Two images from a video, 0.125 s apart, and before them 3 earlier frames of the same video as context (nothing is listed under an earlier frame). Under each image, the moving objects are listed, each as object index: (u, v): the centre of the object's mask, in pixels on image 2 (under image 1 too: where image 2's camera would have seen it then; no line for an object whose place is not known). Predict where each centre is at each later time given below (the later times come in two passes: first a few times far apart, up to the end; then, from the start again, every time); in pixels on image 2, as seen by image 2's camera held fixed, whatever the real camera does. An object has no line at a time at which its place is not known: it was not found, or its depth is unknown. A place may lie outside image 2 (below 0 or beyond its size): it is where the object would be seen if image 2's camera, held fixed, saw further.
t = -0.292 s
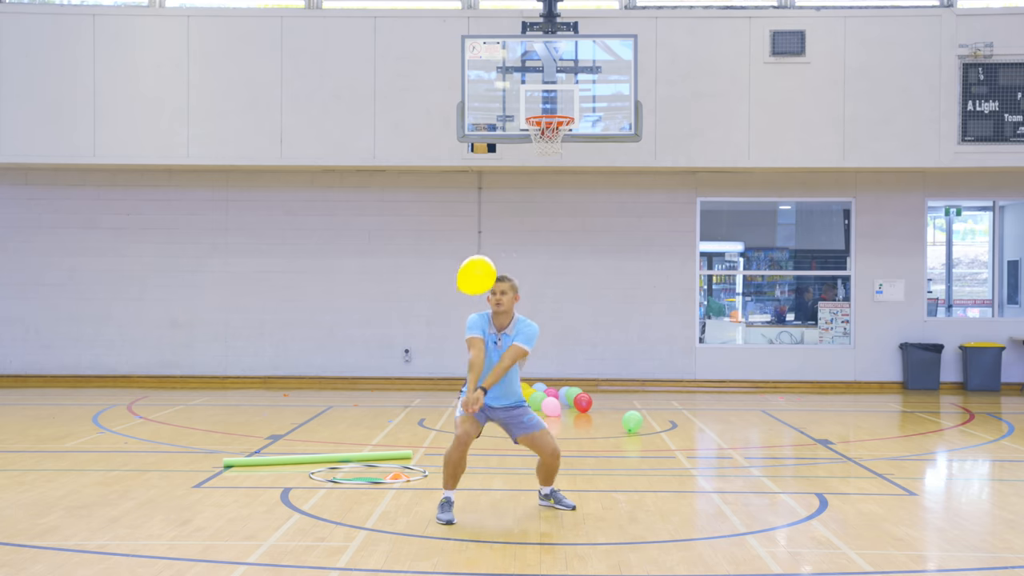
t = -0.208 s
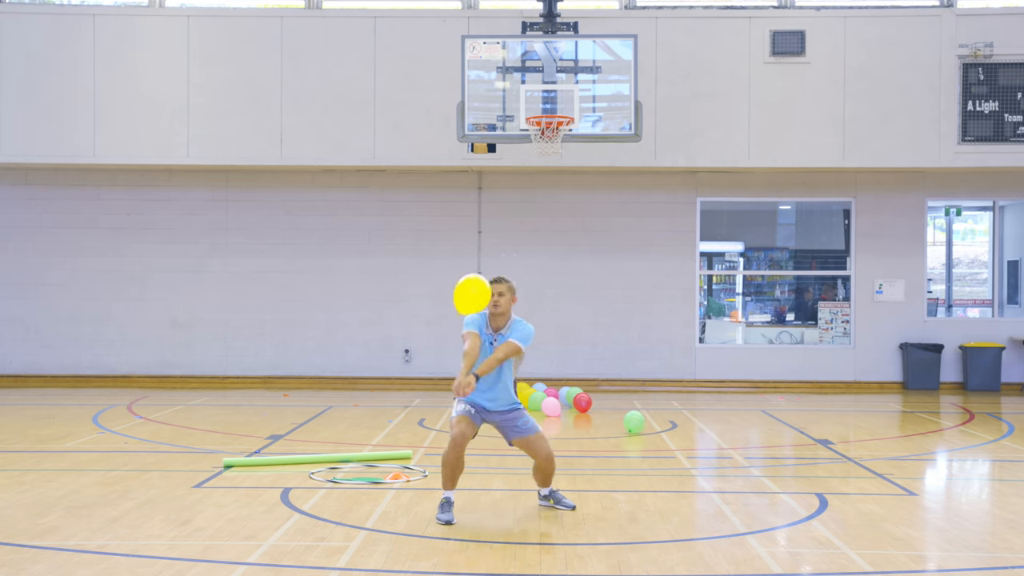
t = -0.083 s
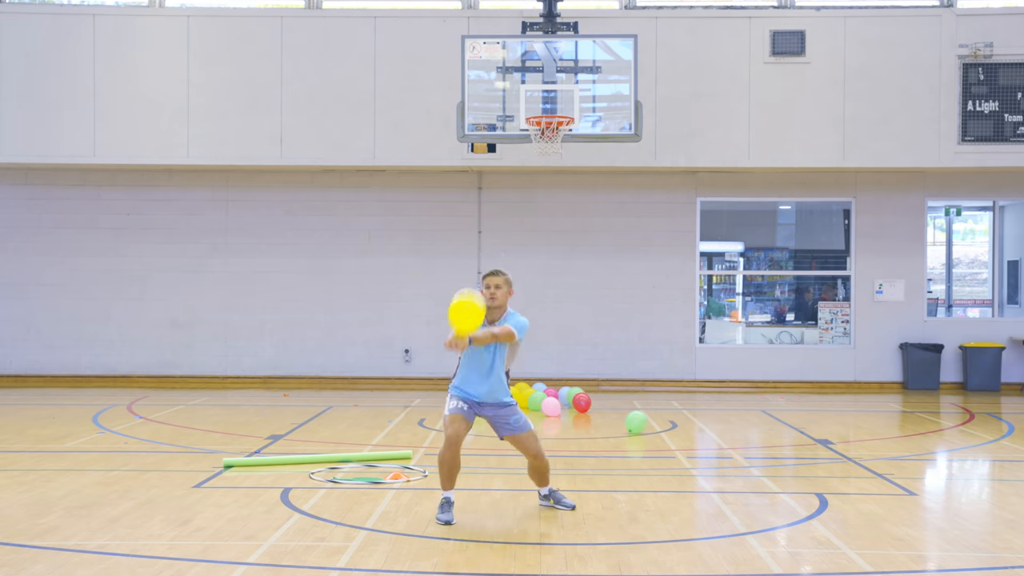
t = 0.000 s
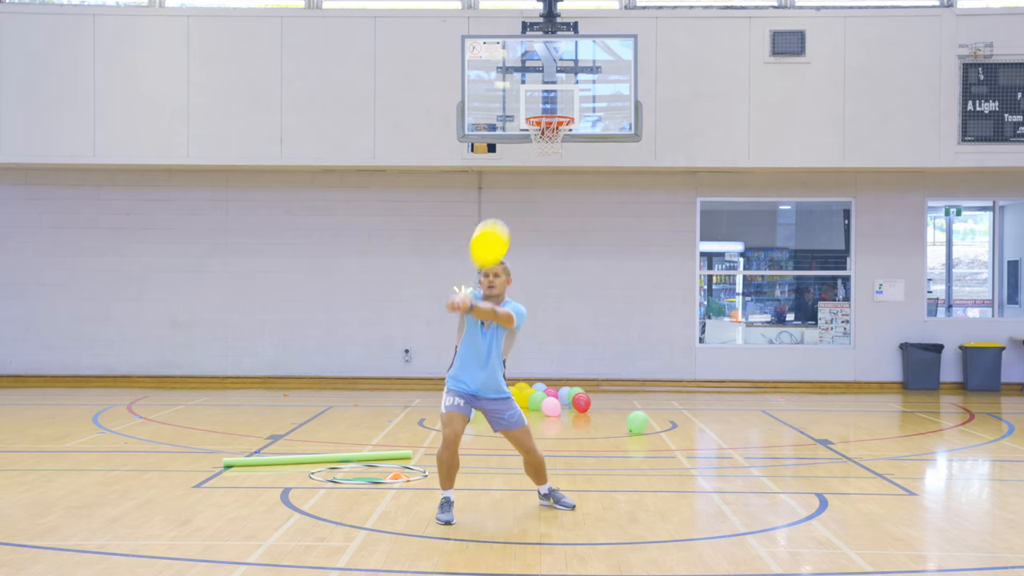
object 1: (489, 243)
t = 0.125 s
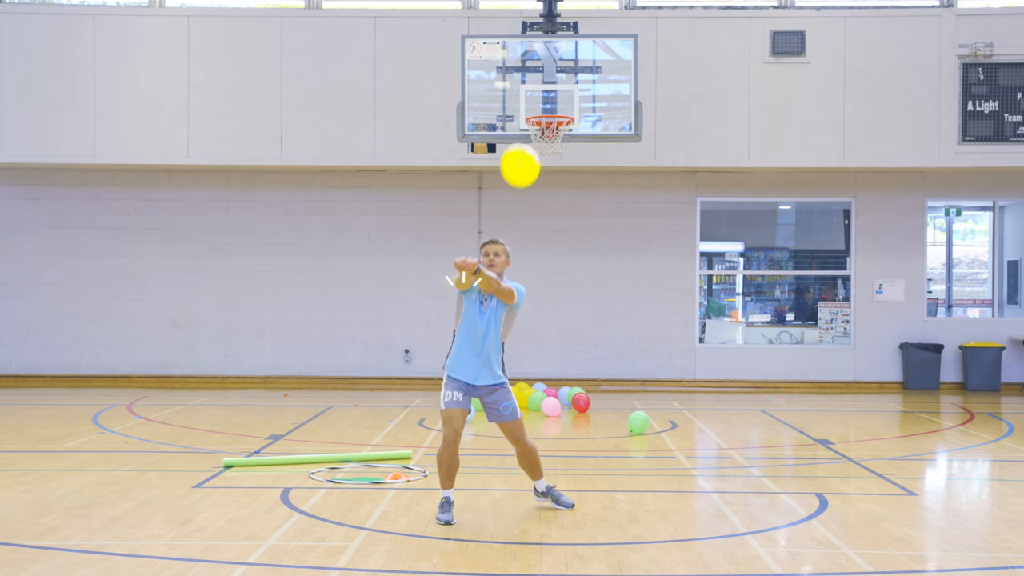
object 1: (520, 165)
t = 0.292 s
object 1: (526, 113)
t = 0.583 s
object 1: (509, 95)
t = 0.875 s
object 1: (499, 117)
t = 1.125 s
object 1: (492, 152)
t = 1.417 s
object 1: (486, 212)
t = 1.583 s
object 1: (482, 253)
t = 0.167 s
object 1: (524, 149)
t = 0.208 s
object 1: (526, 134)
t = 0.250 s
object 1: (527, 122)
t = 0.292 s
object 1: (526, 113)
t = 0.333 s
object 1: (524, 105)
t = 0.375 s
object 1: (522, 99)
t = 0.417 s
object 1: (519, 96)
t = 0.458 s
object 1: (516, 94)
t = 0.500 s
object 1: (514, 93)
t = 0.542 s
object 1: (512, 94)
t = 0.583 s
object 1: (509, 95)
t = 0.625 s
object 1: (508, 97)
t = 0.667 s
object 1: (506, 99)
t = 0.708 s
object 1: (505, 102)
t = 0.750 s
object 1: (503, 106)
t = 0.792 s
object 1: (502, 109)
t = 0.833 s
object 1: (501, 113)
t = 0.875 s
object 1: (499, 117)
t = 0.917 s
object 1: (498, 122)
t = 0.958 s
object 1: (497, 127)
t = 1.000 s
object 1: (496, 133)
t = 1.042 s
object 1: (494, 139)
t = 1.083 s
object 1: (493, 145)
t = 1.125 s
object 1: (492, 152)
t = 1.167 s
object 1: (491, 159)
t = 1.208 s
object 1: (490, 166)
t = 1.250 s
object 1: (490, 175)
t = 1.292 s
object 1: (489, 184)
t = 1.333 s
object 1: (488, 193)
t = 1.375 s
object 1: (487, 202)
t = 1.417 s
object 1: (486, 212)
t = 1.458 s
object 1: (485, 222)
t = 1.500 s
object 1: (484, 232)
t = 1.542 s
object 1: (484, 242)
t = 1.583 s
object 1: (482, 253)
